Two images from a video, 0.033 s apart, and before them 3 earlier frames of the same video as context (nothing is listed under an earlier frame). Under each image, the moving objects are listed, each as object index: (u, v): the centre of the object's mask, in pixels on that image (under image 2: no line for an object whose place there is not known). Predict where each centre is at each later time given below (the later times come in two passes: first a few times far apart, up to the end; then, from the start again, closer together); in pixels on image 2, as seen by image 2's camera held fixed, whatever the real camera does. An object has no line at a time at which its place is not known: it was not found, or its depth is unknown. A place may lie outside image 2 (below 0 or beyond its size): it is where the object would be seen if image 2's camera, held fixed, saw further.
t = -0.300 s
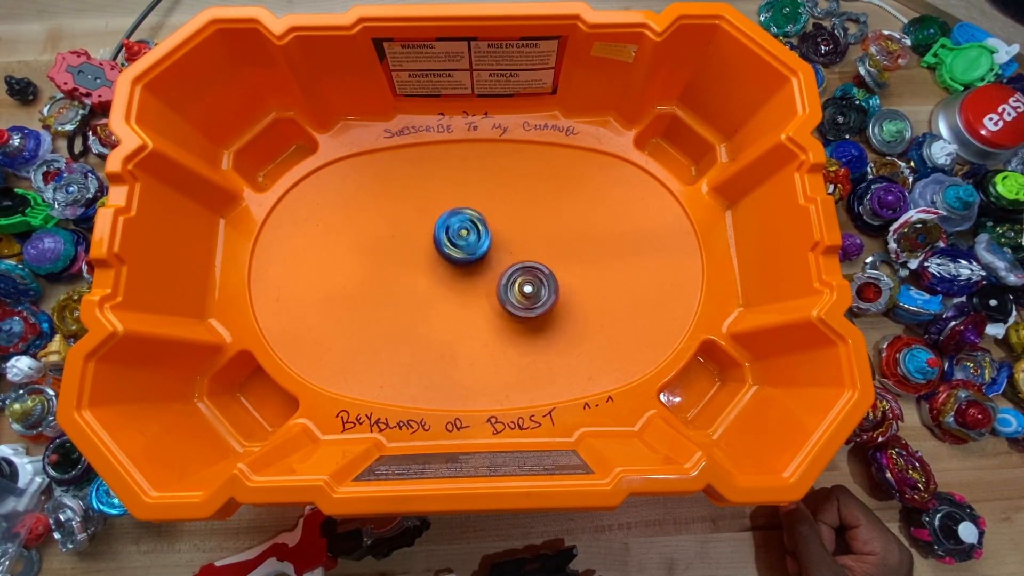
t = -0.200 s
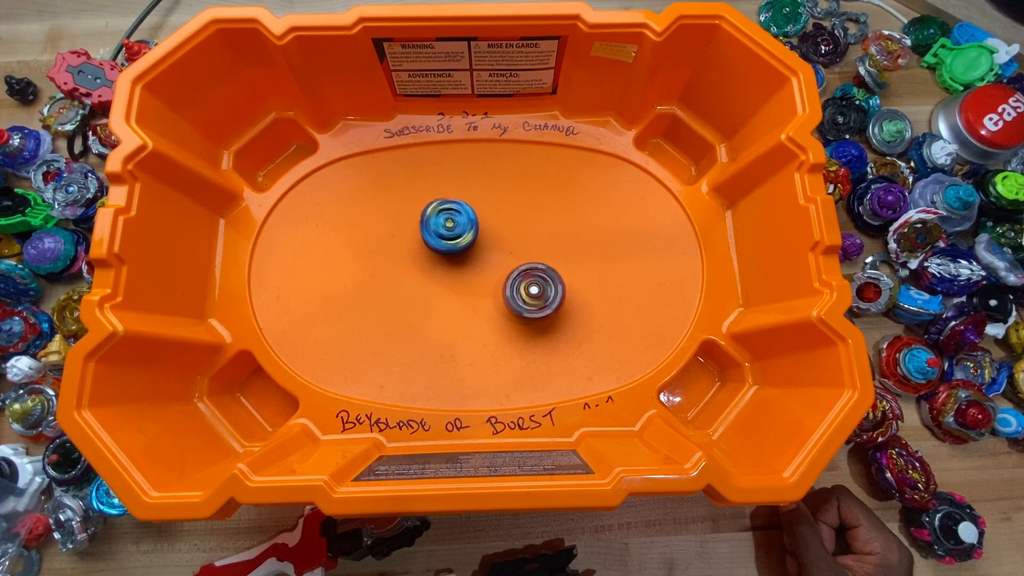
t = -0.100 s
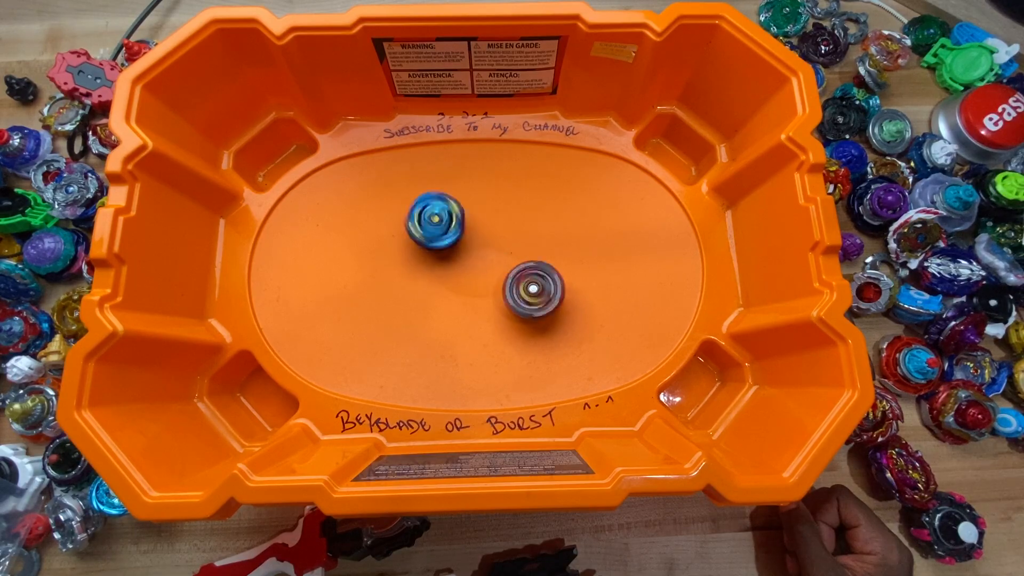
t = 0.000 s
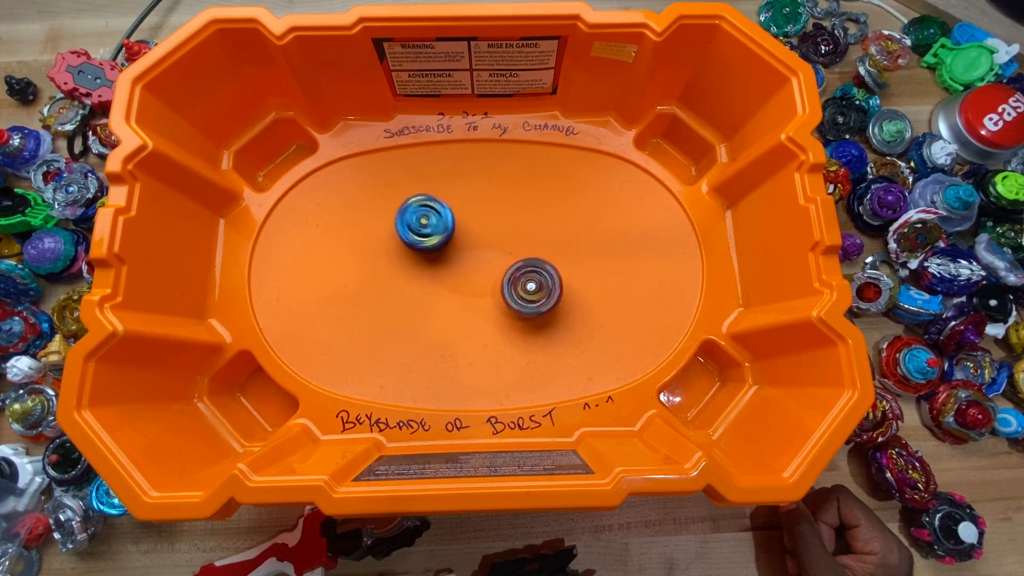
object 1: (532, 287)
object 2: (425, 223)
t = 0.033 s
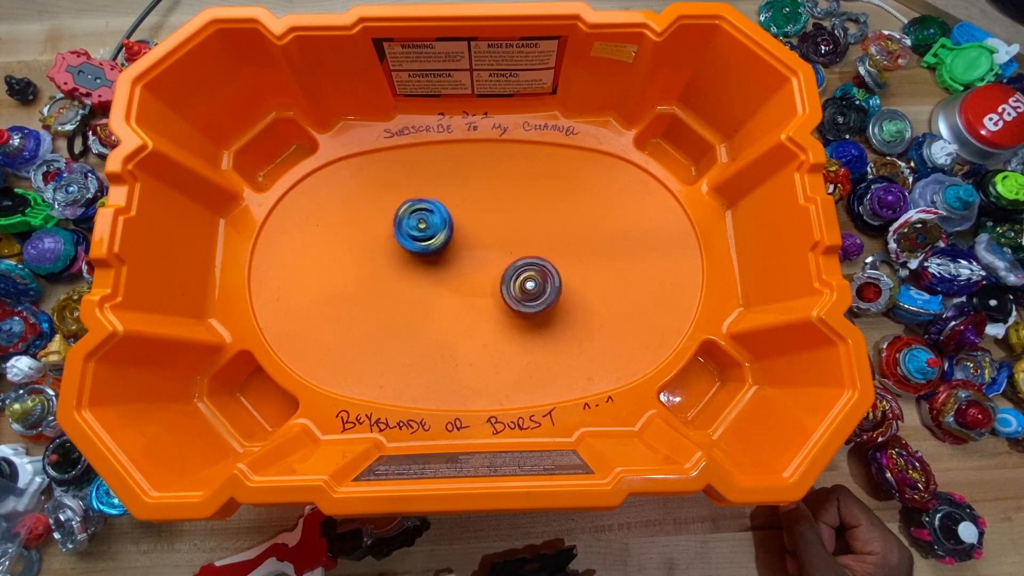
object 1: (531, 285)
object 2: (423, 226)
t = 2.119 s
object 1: (524, 268)
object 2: (456, 246)
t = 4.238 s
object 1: (520, 265)
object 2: (440, 282)
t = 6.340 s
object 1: (521, 255)
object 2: (469, 294)
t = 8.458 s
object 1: (520, 257)
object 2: (460, 294)
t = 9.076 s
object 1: (519, 255)
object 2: (454, 287)
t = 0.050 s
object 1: (530, 285)
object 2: (423, 227)
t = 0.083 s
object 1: (529, 283)
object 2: (422, 230)
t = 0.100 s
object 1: (529, 283)
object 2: (422, 234)
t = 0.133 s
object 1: (527, 280)
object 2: (423, 238)
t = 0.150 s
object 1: (526, 280)
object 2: (424, 240)
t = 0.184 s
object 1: (524, 278)
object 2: (427, 245)
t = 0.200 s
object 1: (523, 278)
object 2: (428, 247)
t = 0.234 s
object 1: (521, 276)
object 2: (431, 251)
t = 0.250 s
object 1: (520, 275)
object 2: (433, 253)
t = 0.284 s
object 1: (518, 273)
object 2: (437, 258)
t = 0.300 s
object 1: (517, 272)
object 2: (439, 260)
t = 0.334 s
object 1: (515, 270)
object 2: (441, 262)
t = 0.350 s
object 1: (514, 269)
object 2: (443, 263)
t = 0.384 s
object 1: (512, 267)
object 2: (448, 266)
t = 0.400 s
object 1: (511, 266)
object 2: (450, 268)
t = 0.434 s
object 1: (521, 263)
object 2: (439, 274)
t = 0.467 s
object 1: (529, 259)
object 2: (435, 277)
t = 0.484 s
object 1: (532, 257)
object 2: (434, 278)
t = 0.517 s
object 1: (535, 255)
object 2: (434, 283)
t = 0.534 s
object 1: (536, 254)
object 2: (433, 286)
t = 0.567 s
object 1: (536, 254)
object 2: (431, 291)
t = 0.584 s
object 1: (535, 254)
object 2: (431, 293)
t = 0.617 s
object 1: (535, 255)
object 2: (431, 297)
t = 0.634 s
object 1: (535, 255)
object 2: (430, 300)
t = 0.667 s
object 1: (535, 256)
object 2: (430, 304)
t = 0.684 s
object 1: (535, 256)
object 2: (430, 306)
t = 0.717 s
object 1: (534, 257)
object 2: (430, 310)
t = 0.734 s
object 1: (533, 258)
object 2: (431, 311)
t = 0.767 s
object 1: (532, 259)
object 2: (433, 313)
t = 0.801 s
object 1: (532, 260)
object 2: (434, 314)
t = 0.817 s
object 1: (531, 260)
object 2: (436, 314)
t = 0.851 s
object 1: (530, 261)
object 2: (439, 315)
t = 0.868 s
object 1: (529, 262)
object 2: (440, 315)
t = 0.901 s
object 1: (529, 263)
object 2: (444, 314)
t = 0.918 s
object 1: (528, 263)
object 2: (446, 314)
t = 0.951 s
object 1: (527, 265)
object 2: (449, 311)
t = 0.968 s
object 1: (526, 266)
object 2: (451, 309)
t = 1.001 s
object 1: (525, 267)
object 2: (455, 306)
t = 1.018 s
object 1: (525, 267)
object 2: (456, 305)
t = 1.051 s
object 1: (524, 268)
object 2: (459, 301)
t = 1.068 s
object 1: (524, 268)
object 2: (460, 299)
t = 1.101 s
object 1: (523, 269)
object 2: (464, 294)
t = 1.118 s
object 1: (523, 269)
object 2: (465, 293)
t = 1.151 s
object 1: (529, 267)
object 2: (460, 292)
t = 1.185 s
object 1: (532, 265)
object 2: (459, 290)
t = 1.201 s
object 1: (532, 264)
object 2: (459, 290)
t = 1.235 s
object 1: (532, 265)
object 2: (456, 288)
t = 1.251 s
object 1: (532, 265)
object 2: (455, 286)
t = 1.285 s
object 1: (532, 266)
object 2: (453, 283)
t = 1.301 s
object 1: (532, 267)
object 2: (452, 282)
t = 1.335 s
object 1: (532, 268)
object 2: (449, 279)
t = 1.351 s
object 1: (532, 269)
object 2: (449, 277)
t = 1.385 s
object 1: (533, 269)
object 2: (448, 275)
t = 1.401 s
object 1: (532, 270)
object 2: (448, 274)
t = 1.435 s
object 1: (532, 271)
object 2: (446, 271)
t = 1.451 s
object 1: (532, 271)
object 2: (446, 269)
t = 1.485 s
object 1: (532, 271)
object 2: (446, 267)
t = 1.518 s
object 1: (532, 271)
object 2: (445, 264)
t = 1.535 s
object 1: (531, 271)
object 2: (445, 262)
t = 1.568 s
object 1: (530, 272)
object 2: (447, 259)
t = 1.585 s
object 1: (529, 271)
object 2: (447, 259)
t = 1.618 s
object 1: (528, 272)
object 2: (446, 255)
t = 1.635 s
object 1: (528, 272)
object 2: (447, 253)
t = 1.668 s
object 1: (527, 272)
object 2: (450, 251)
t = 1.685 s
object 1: (526, 271)
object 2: (449, 250)
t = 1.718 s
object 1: (524, 272)
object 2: (450, 248)
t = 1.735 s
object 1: (524, 272)
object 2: (451, 247)
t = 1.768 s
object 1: (523, 272)
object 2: (452, 247)
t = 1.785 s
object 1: (522, 271)
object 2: (452, 246)
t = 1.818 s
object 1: (521, 271)
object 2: (453, 244)
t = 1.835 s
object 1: (521, 271)
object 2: (455, 244)
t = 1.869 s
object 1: (520, 270)
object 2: (456, 245)
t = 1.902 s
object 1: (519, 269)
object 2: (457, 244)
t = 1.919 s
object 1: (519, 270)
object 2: (458, 244)
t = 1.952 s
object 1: (518, 270)
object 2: (462, 246)
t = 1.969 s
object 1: (518, 269)
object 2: (461, 246)
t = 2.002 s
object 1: (522, 270)
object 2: (458, 246)
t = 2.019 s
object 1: (523, 270)
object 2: (457, 246)
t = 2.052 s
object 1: (524, 269)
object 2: (457, 247)
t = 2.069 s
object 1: (525, 269)
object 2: (456, 247)
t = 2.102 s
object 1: (524, 268)
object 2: (456, 246)
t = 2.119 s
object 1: (524, 268)
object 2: (456, 246)
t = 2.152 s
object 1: (524, 268)
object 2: (456, 248)
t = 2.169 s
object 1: (524, 268)
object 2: (455, 248)
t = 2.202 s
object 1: (524, 268)
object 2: (455, 247)
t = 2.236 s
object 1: (524, 268)
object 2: (457, 247)
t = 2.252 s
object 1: (524, 269)
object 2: (456, 249)
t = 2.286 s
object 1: (524, 269)
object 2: (455, 248)
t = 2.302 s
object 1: (524, 269)
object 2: (455, 247)
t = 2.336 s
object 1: (524, 270)
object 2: (458, 247)
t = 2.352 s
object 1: (524, 270)
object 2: (457, 248)
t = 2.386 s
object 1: (524, 270)
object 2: (456, 248)
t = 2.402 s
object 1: (524, 271)
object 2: (456, 247)
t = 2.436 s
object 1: (524, 271)
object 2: (459, 247)
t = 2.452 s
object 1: (524, 271)
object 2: (458, 248)
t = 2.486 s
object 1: (523, 272)
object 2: (457, 247)
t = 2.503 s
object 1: (523, 271)
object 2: (457, 247)
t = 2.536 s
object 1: (523, 272)
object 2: (460, 247)
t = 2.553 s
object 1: (523, 272)
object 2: (460, 248)
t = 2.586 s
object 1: (522, 271)
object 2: (459, 247)
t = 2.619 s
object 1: (522, 271)
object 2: (461, 246)
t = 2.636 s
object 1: (523, 270)
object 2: (463, 247)
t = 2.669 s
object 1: (522, 270)
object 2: (461, 248)
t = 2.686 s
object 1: (522, 270)
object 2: (461, 247)
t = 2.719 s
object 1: (522, 269)
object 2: (463, 246)
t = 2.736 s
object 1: (522, 269)
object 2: (465, 246)
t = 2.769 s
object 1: (522, 267)
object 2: (464, 247)
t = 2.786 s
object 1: (522, 268)
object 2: (464, 247)
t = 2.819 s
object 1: (522, 267)
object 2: (465, 246)
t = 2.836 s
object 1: (524, 266)
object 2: (465, 245)
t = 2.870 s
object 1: (527, 266)
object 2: (460, 244)
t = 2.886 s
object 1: (527, 266)
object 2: (459, 244)
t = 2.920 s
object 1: (528, 266)
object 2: (456, 243)
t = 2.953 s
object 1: (528, 266)
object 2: (454, 244)
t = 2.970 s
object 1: (527, 266)
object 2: (451, 244)
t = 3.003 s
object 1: (527, 266)
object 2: (448, 243)
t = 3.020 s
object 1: (528, 266)
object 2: (447, 242)
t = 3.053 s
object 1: (527, 267)
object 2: (446, 243)
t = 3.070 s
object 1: (527, 266)
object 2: (444, 243)
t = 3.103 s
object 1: (527, 267)
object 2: (441, 242)
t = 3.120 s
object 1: (527, 266)
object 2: (441, 242)
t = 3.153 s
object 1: (526, 267)
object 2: (439, 243)
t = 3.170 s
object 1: (526, 267)
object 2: (438, 243)
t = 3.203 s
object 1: (525, 266)
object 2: (438, 242)
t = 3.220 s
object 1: (525, 266)
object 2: (438, 243)
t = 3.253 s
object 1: (524, 266)
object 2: (438, 245)
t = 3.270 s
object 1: (523, 266)
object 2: (437, 245)
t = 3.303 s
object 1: (523, 266)
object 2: (436, 245)
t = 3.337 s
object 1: (522, 265)
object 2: (439, 245)
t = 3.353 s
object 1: (521, 265)
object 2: (438, 248)
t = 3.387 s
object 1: (520, 264)
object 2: (437, 249)
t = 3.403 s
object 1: (519, 264)
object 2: (437, 249)
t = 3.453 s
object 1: (519, 264)
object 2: (439, 249)
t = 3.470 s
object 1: (518, 264)
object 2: (440, 251)
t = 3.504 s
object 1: (517, 264)
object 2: (439, 254)
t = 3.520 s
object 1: (516, 264)
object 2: (439, 255)
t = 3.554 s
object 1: (516, 265)
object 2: (440, 255)
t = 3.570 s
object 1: (515, 264)
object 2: (442, 257)
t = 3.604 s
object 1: (514, 265)
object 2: (442, 259)
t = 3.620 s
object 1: (514, 265)
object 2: (443, 260)
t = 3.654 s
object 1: (514, 265)
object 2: (444, 261)
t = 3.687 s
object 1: (513, 266)
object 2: (446, 264)
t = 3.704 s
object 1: (513, 266)
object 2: (445, 265)
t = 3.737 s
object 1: (513, 267)
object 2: (446, 265)
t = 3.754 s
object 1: (513, 267)
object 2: (446, 266)
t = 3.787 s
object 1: (513, 267)
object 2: (447, 268)
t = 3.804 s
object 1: (513, 268)
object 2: (447, 270)
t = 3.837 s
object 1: (513, 269)
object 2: (446, 271)
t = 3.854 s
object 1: (513, 268)
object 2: (446, 271)
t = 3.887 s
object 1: (513, 269)
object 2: (447, 272)
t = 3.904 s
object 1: (514, 269)
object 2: (447, 273)
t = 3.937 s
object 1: (514, 268)
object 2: (444, 276)
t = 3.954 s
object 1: (514, 269)
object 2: (444, 276)
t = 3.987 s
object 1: (514, 269)
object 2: (444, 275)
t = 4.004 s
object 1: (515, 269)
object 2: (444, 276)
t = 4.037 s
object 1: (516, 268)
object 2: (443, 279)
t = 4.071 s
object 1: (517, 268)
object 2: (441, 280)
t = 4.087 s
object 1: (517, 269)
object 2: (440, 279)
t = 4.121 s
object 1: (518, 268)
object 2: (441, 279)
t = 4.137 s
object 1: (518, 267)
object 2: (440, 281)
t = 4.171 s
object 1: (519, 267)
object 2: (438, 282)
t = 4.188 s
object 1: (519, 267)
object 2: (439, 282)
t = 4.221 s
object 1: (520, 266)
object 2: (439, 282)
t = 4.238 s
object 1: (520, 265)
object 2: (440, 282)
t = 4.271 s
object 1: (520, 264)
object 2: (439, 284)
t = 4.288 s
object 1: (521, 264)
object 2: (439, 283)
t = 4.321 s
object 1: (521, 263)
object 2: (440, 282)
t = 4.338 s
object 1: (521, 262)
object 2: (441, 282)
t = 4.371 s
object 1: (521, 261)
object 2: (443, 283)
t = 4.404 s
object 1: (521, 260)
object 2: (442, 283)
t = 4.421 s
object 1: (521, 259)
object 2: (442, 282)
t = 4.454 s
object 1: (521, 259)
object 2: (443, 280)
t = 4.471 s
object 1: (520, 258)
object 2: (445, 279)
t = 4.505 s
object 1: (520, 258)
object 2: (445, 280)
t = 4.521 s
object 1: (520, 258)
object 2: (445, 280)
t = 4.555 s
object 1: (519, 257)
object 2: (445, 279)
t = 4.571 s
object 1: (519, 257)
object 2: (446, 278)
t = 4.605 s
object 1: (519, 256)
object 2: (449, 279)
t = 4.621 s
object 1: (518, 256)
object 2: (449, 279)
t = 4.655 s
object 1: (517, 256)
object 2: (449, 279)
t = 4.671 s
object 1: (517, 256)
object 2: (449, 279)
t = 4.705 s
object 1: (515, 256)
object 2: (452, 278)
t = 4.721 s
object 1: (515, 255)
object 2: (453, 280)
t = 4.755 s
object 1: (514, 255)
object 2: (453, 281)
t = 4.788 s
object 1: (513, 254)
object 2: (454, 280)
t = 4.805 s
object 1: (512, 254)
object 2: (455, 280)
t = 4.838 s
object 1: (513, 253)
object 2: (455, 284)
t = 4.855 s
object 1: (514, 253)
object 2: (454, 285)
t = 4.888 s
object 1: (517, 251)
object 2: (453, 285)
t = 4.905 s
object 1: (516, 250)
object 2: (453, 285)
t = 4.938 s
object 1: (516, 250)
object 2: (455, 285)
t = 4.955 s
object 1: (517, 251)
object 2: (455, 287)
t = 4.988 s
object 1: (517, 251)
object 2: (452, 289)
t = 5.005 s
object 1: (517, 251)
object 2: (451, 289)
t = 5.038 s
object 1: (518, 251)
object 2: (451, 289)
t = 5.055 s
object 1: (518, 251)
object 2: (452, 288)
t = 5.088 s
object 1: (519, 252)
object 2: (453, 290)
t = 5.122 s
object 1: (519, 252)
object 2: (451, 291)
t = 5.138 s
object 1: (519, 252)
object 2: (451, 291)
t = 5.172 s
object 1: (519, 253)
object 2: (451, 289)
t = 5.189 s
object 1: (519, 253)
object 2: (452, 289)
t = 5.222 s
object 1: (519, 254)
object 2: (452, 289)
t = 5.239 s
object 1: (519, 254)
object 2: (452, 289)
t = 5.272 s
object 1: (519, 254)
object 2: (452, 287)
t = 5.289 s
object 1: (519, 255)
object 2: (453, 286)
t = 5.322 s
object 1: (520, 255)
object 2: (454, 286)
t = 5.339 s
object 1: (519, 255)
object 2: (454, 286)
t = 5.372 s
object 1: (519, 255)
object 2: (452, 286)
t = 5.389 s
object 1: (519, 255)
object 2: (452, 285)
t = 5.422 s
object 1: (519, 255)
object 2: (453, 282)
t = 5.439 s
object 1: (519, 255)
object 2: (455, 282)
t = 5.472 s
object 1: (519, 254)
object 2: (457, 284)
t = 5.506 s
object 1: (519, 254)
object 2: (455, 284)
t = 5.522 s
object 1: (519, 255)
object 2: (455, 284)
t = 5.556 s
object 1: (519, 255)
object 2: (456, 282)
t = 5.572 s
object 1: (518, 254)
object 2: (458, 282)
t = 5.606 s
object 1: (518, 254)
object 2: (460, 284)
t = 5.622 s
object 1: (518, 255)
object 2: (460, 285)
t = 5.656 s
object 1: (518, 255)
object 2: (461, 285)
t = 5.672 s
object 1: (518, 254)
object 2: (461, 285)
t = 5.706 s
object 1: (519, 255)
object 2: (464, 285)
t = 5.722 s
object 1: (519, 254)
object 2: (465, 287)
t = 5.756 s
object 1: (519, 254)
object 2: (464, 288)
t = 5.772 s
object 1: (519, 254)
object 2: (465, 289)
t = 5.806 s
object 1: (519, 254)
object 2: (465, 289)
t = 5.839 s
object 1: (519, 254)
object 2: (467, 290)
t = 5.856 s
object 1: (520, 254)
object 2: (468, 292)
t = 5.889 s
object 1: (520, 255)
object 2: (467, 294)
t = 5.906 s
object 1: (520, 255)
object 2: (467, 294)
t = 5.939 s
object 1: (520, 255)
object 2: (467, 294)
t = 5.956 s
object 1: (520, 255)
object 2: (468, 293)
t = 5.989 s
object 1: (521, 255)
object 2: (471, 294)
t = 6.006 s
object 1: (521, 255)
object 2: (471, 295)
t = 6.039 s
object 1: (521, 256)
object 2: (470, 297)
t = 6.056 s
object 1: (521, 256)
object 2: (470, 297)
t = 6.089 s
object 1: (521, 256)
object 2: (470, 296)
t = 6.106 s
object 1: (521, 257)
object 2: (471, 296)
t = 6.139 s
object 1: (521, 256)
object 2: (472, 297)
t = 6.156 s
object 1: (521, 256)
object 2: (472, 296)
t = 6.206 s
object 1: (521, 256)
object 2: (472, 295)
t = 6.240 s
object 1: (522, 254)
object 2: (471, 296)
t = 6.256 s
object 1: (522, 255)
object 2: (471, 295)
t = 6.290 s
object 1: (521, 254)
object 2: (471, 295)
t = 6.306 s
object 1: (521, 254)
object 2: (470, 295)
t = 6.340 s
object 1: (521, 255)
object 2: (469, 294)
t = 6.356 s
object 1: (521, 256)
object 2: (470, 293)
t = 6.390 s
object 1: (521, 257)
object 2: (470, 292)
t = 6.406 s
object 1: (522, 256)
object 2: (471, 292)
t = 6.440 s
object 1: (525, 253)
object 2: (467, 296)
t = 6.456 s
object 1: (526, 251)
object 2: (464, 295)
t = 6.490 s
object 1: (525, 251)
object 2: (461, 292)
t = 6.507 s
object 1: (524, 251)
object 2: (461, 291)
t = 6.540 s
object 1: (524, 253)
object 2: (463, 289)
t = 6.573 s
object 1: (524, 254)
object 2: (464, 290)
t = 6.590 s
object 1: (525, 254)
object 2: (463, 291)
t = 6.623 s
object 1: (525, 254)
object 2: (461, 291)
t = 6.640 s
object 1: (525, 254)
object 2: (461, 291)
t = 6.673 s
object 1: (524, 254)
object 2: (461, 289)
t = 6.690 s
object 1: (524, 255)
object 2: (461, 289)
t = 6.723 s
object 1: (524, 257)
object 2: (461, 289)
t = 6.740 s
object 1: (524, 258)
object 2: (460, 289)
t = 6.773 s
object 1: (524, 258)
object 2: (459, 289)
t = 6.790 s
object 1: (524, 258)
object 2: (459, 288)
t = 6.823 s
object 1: (523, 258)
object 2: (460, 287)
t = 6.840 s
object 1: (524, 259)
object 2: (460, 288)
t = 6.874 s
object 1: (523, 259)
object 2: (460, 289)
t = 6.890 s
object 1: (523, 259)
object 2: (459, 289)
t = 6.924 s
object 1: (523, 260)
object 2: (458, 288)
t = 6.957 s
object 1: (523, 260)
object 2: (458, 288)
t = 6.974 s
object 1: (523, 260)
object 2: (459, 287)
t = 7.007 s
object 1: (523, 259)
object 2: (461, 287)
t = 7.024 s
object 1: (523, 260)
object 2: (461, 289)
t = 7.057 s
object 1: (524, 259)
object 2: (460, 290)
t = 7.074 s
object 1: (524, 260)
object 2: (459, 291)
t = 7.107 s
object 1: (524, 260)
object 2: (458, 290)
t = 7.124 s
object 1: (524, 260)
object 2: (458, 289)
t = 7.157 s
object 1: (524, 260)
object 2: (459, 289)
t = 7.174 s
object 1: (525, 261)
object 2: (460, 290)
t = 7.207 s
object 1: (525, 261)
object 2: (460, 290)
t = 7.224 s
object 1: (525, 261)
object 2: (460, 291)
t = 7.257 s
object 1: (525, 262)
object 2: (460, 291)
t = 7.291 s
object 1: (525, 262)
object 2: (461, 291)
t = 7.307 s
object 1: (524, 262)
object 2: (461, 291)
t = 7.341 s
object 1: (525, 263)
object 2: (462, 292)
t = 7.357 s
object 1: (525, 263)
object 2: (462, 292)
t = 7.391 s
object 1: (525, 263)
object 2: (462, 291)
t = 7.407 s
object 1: (525, 263)
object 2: (462, 290)
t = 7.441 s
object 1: (524, 263)
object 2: (463, 290)
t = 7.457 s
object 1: (524, 263)
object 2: (464, 289)
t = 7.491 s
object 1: (524, 264)
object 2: (465, 290)
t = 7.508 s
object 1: (523, 264)
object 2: (464, 291)
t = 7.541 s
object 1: (523, 264)
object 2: (463, 292)
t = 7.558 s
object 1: (523, 263)
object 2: (463, 292)
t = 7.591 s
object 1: (522, 263)
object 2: (461, 292)
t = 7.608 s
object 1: (521, 263)
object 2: (461, 291)
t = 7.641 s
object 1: (521, 263)
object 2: (462, 289)
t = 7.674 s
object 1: (521, 263)
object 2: (464, 289)
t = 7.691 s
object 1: (521, 263)
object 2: (464, 290)
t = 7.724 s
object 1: (521, 261)
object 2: (464, 291)
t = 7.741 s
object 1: (520, 261)
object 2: (464, 290)
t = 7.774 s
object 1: (519, 262)
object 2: (463, 291)
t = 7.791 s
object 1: (519, 262)
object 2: (462, 291)
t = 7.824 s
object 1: (520, 262)
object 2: (461, 290)
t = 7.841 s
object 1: (521, 262)
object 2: (461, 290)
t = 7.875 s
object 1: (521, 261)
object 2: (460, 290)
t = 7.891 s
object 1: (521, 262)
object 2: (460, 290)
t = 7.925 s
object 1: (521, 261)
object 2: (460, 289)
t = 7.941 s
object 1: (521, 260)
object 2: (460, 289)
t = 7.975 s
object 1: (521, 260)
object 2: (459, 289)
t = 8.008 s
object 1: (521, 259)
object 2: (458, 289)
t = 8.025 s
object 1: (521, 260)
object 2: (458, 289)
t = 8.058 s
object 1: (521, 259)
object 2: (457, 288)
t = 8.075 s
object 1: (521, 259)
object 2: (457, 288)
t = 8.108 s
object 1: (521, 259)
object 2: (458, 288)
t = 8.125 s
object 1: (521, 258)
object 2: (458, 289)
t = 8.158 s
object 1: (522, 258)
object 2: (457, 290)
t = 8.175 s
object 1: (522, 258)
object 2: (457, 291)
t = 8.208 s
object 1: (521, 257)
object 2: (455, 291)
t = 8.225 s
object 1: (522, 258)
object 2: (455, 291)
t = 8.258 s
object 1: (522, 258)
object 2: (454, 290)
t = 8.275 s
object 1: (521, 257)
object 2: (454, 289)
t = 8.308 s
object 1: (522, 258)
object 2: (455, 288)
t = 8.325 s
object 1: (522, 257)
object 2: (455, 288)
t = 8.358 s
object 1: (521, 257)
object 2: (458, 287)
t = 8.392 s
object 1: (521, 257)
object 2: (462, 288)
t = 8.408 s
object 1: (521, 257)
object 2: (463, 290)
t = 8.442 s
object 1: (520, 257)
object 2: (462, 293)
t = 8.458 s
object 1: (520, 257)
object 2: (460, 294)
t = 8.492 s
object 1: (520, 256)
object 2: (456, 293)
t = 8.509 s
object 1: (519, 256)
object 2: (455, 292)
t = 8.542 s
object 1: (519, 256)
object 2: (454, 288)
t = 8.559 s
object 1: (519, 256)
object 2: (454, 286)
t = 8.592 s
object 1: (518, 256)
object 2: (458, 284)
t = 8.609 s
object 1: (518, 256)
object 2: (460, 284)
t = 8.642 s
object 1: (519, 255)
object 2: (463, 287)
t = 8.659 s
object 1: (519, 253)
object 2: (464, 290)
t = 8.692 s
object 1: (520, 252)
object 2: (464, 294)
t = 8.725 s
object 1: (518, 252)
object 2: (463, 295)
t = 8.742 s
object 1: (517, 252)
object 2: (461, 295)
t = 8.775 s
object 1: (518, 253)
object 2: (458, 295)
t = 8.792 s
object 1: (518, 254)
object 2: (456, 295)
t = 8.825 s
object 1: (519, 254)
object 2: (455, 293)
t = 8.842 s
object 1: (520, 254)
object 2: (454, 293)
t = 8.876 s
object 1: (520, 254)
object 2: (454, 291)
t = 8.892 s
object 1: (520, 253)
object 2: (453, 290)
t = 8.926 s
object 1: (519, 254)
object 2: (453, 289)
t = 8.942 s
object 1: (519, 254)
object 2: (453, 289)
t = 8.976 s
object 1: (519, 255)
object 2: (454, 288)
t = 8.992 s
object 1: (520, 255)
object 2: (454, 288)
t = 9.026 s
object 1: (520, 255)
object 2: (454, 287)
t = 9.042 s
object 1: (520, 255)
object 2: (454, 287)
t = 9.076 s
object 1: (519, 255)
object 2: (454, 287)
